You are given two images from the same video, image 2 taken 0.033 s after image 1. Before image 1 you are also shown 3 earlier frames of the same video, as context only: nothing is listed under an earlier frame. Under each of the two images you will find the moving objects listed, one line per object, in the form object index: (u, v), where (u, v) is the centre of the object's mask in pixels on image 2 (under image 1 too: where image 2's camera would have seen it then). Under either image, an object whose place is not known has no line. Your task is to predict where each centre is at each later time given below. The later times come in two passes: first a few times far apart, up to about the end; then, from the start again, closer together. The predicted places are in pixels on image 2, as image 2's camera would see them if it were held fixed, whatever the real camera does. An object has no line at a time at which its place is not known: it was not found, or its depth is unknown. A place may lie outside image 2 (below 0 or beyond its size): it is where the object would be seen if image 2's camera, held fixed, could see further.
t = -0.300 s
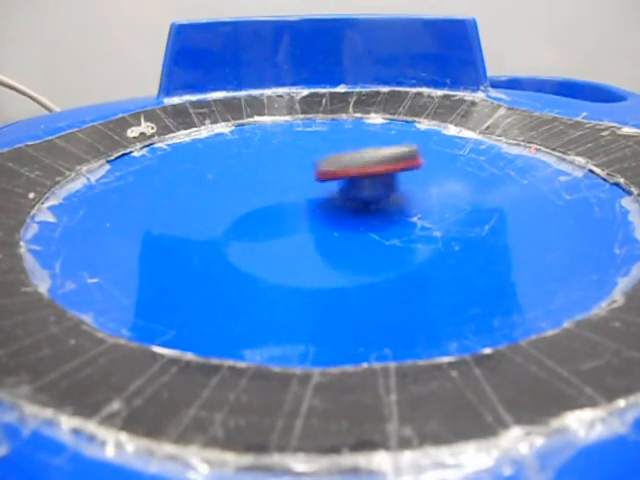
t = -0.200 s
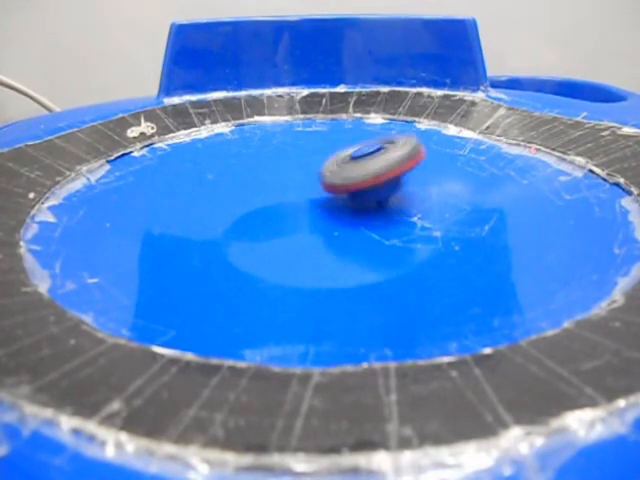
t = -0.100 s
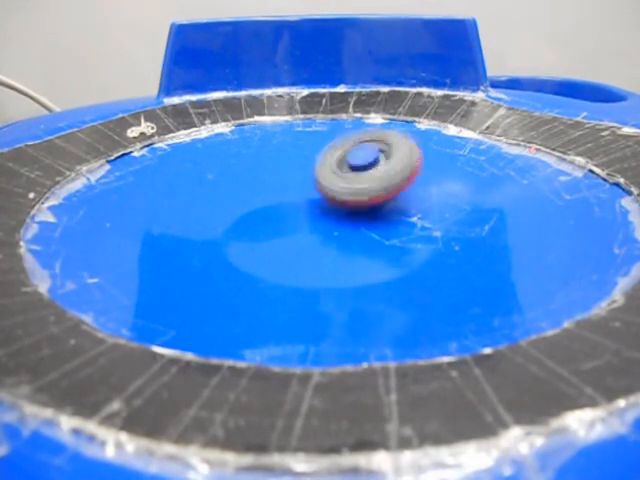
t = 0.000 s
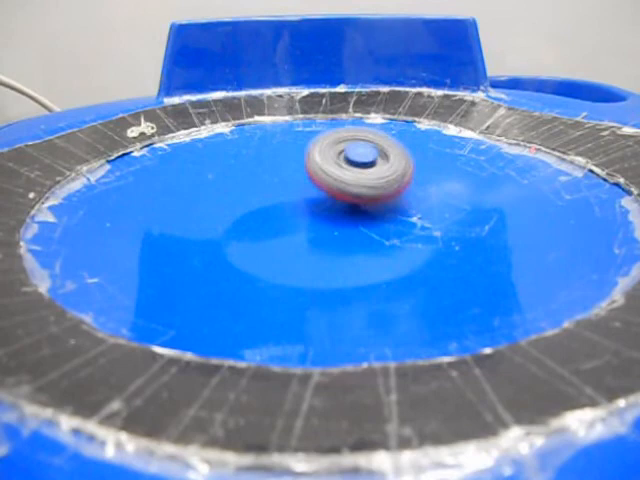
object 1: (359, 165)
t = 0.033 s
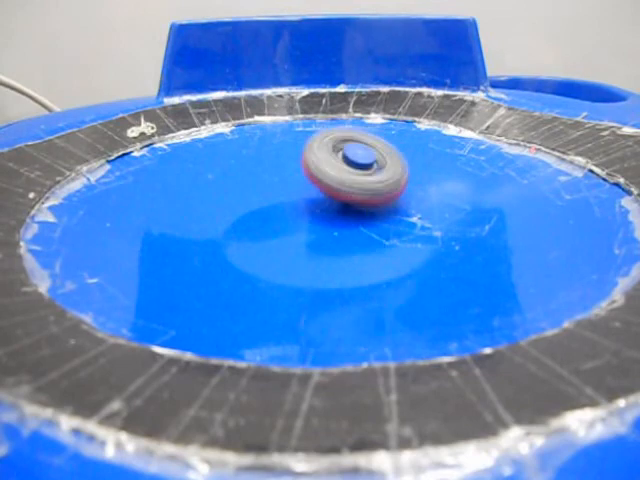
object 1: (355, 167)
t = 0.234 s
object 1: (359, 170)
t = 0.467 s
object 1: (365, 165)
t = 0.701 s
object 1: (343, 172)
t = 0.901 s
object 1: (345, 172)
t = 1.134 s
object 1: (353, 164)
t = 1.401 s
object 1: (355, 174)
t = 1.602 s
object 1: (361, 170)
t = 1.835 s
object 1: (357, 169)
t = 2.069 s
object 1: (356, 167)
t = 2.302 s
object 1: (338, 168)
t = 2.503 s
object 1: (334, 174)
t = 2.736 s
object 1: (338, 167)
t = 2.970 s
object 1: (319, 166)
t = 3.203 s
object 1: (322, 174)
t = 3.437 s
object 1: (314, 168)
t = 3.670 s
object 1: (308, 171)
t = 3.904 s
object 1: (303, 174)
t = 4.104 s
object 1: (304, 173)
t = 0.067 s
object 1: (356, 168)
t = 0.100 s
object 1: (355, 168)
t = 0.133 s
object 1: (357, 170)
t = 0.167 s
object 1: (361, 172)
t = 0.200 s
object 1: (358, 171)
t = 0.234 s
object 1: (359, 170)
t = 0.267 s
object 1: (362, 169)
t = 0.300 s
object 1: (364, 169)
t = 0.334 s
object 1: (366, 169)
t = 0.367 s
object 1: (365, 169)
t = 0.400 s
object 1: (365, 163)
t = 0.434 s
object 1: (368, 163)
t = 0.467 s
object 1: (365, 165)
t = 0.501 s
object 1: (361, 168)
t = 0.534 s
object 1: (360, 168)
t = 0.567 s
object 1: (354, 170)
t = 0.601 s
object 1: (354, 171)
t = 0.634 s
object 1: (350, 167)
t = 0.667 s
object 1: (343, 167)
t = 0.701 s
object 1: (343, 172)
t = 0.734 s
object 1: (340, 171)
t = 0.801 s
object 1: (342, 176)
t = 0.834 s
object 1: (342, 173)
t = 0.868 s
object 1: (342, 174)
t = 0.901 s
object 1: (345, 172)
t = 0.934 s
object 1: (345, 172)
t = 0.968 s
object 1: (346, 172)
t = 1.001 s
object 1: (350, 171)
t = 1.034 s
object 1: (349, 170)
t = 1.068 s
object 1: (348, 167)
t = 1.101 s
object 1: (353, 164)
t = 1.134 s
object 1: (353, 164)
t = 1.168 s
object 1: (353, 169)
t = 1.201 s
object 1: (355, 167)
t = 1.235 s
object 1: (353, 167)
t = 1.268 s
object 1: (354, 170)
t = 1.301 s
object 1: (356, 174)
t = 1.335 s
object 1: (351, 173)
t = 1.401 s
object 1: (355, 174)
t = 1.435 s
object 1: (355, 173)
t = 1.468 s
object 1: (355, 174)
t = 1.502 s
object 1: (358, 174)
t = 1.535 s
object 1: (356, 175)
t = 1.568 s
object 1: (355, 170)
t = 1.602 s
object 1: (361, 170)
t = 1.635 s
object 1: (359, 170)
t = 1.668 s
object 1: (356, 171)
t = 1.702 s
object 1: (358, 168)
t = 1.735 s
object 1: (357, 165)
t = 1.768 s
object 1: (356, 167)
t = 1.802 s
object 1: (358, 170)
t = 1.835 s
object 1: (357, 169)
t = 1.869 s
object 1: (355, 169)
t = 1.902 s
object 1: (359, 169)
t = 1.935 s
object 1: (361, 166)
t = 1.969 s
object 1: (361, 166)
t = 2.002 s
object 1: (361, 167)
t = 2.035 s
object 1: (360, 167)
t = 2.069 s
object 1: (356, 167)
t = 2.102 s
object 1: (357, 162)
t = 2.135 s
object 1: (358, 163)
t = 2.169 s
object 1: (351, 166)
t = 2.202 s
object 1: (347, 169)
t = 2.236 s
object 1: (345, 168)
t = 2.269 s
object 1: (342, 165)
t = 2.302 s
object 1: (338, 168)
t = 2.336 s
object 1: (335, 169)
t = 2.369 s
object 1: (335, 170)
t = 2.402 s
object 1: (332, 171)
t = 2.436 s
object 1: (328, 172)
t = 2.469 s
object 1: (330, 176)
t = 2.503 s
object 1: (334, 174)
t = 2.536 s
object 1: (335, 173)
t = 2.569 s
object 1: (336, 173)
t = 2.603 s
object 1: (339, 173)
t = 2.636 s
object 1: (340, 173)
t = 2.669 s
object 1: (340, 174)
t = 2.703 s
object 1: (338, 171)
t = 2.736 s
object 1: (338, 167)
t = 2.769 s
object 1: (339, 166)
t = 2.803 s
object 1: (336, 166)
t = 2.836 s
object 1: (331, 166)
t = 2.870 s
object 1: (330, 169)
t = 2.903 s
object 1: (327, 167)
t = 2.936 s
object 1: (323, 165)
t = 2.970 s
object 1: (319, 166)
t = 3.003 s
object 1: (318, 170)
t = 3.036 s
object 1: (317, 173)
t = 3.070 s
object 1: (319, 173)
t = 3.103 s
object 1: (321, 172)
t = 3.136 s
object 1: (322, 171)
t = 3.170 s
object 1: (321, 171)
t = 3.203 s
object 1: (322, 174)
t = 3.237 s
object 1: (321, 173)
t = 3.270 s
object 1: (322, 172)
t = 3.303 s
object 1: (322, 169)
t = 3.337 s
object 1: (320, 165)
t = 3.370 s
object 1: (318, 164)
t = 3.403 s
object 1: (316, 166)
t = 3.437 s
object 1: (314, 168)
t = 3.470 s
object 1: (313, 168)
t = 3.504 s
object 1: (311, 168)
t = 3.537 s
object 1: (309, 169)
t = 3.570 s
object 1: (308, 169)
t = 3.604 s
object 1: (308, 169)
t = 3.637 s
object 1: (308, 170)
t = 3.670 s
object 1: (308, 171)
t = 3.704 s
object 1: (308, 171)
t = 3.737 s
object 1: (308, 171)
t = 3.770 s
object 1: (306, 175)
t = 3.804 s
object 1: (308, 175)
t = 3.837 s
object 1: (307, 174)
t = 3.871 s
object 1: (304, 174)
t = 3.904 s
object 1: (303, 174)
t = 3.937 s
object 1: (303, 174)
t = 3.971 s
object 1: (303, 173)
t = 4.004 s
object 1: (304, 173)
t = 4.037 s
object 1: (304, 173)
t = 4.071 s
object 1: (304, 173)
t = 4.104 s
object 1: (304, 173)
